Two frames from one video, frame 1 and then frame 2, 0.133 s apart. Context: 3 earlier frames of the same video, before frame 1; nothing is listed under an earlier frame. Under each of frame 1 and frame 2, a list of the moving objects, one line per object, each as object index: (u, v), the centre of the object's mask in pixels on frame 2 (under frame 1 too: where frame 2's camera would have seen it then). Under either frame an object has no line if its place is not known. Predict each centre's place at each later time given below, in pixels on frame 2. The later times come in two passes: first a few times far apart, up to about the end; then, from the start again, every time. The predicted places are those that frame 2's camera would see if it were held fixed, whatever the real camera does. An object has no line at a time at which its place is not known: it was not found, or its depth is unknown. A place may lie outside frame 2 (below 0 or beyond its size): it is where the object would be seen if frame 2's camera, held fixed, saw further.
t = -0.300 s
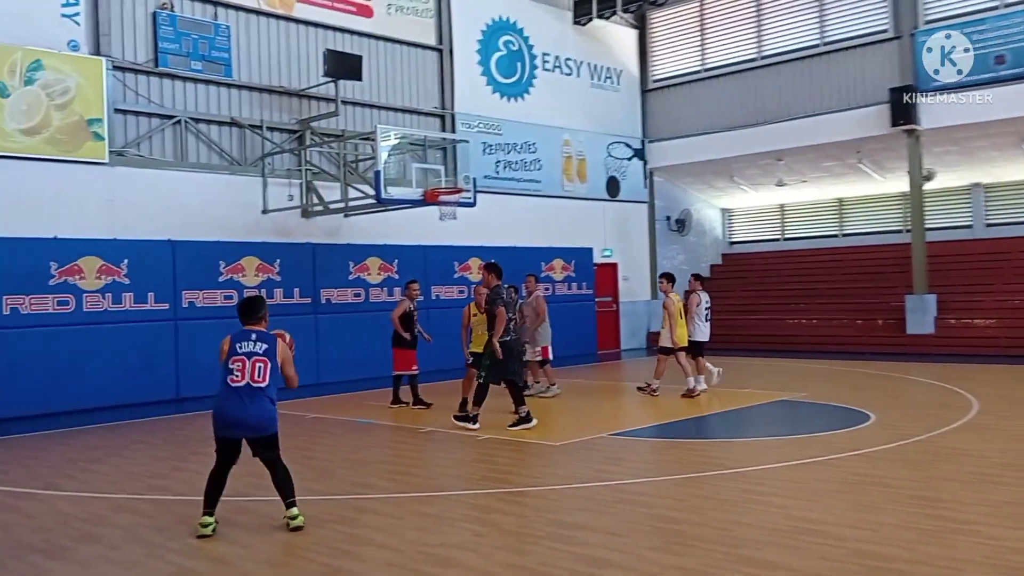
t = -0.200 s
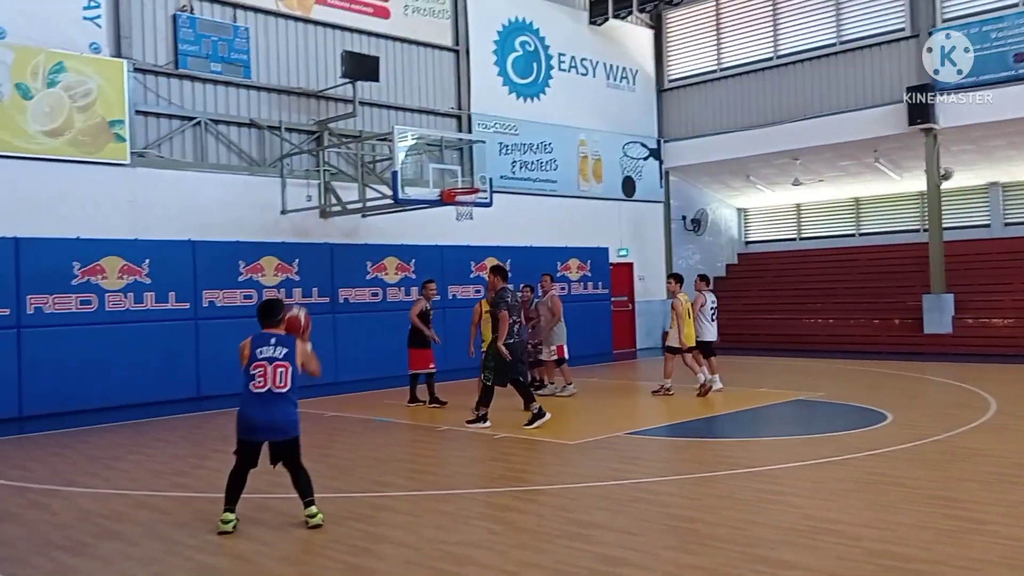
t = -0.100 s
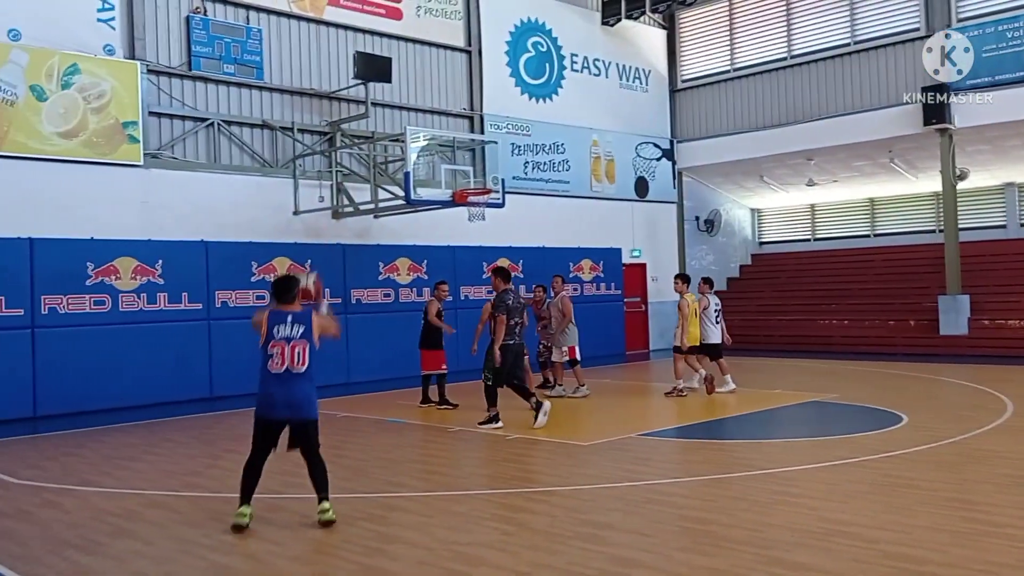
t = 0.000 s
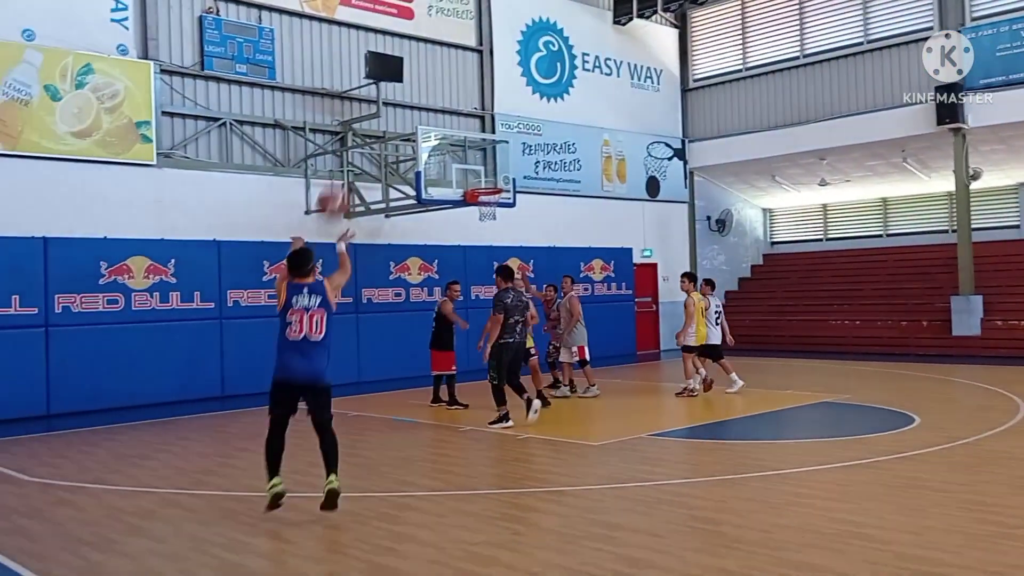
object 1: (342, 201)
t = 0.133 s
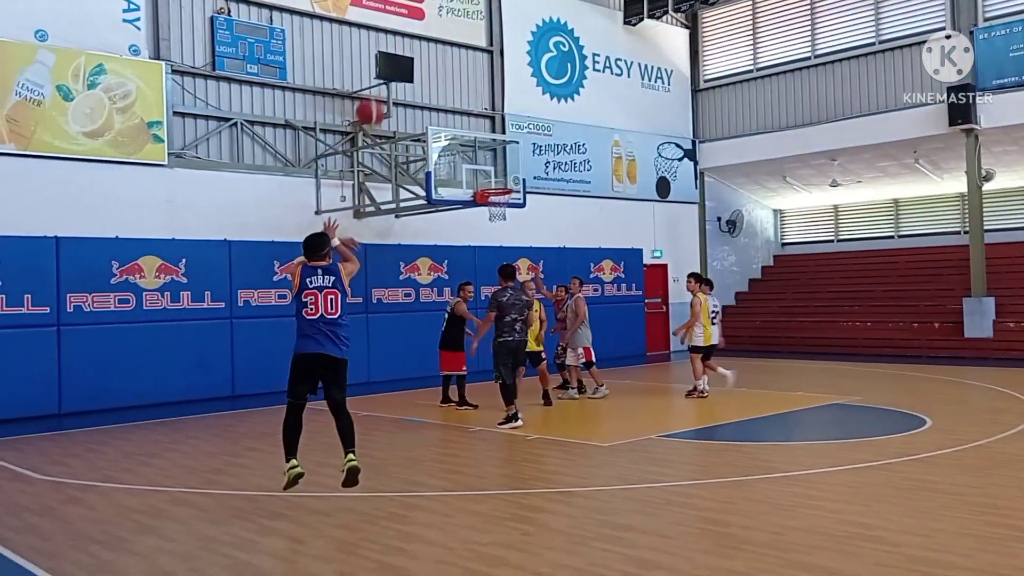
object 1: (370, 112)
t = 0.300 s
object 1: (398, 51)
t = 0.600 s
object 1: (437, 26)
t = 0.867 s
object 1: (465, 68)
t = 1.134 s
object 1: (488, 148)
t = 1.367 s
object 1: (502, 232)
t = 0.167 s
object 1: (376, 97)
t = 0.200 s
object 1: (382, 81)
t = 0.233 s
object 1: (388, 69)
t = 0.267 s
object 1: (392, 61)
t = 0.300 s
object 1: (398, 51)
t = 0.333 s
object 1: (403, 43)
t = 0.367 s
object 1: (408, 37)
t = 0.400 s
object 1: (412, 32)
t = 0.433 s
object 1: (417, 28)
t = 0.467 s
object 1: (421, 25)
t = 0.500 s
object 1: (425, 24)
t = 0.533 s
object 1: (429, 23)
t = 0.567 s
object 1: (433, 24)
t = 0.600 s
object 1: (437, 26)
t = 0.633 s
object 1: (441, 28)
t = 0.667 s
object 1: (445, 32)
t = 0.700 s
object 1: (448, 36)
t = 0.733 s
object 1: (452, 41)
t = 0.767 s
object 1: (455, 46)
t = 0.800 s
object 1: (458, 52)
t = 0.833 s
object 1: (462, 60)
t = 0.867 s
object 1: (465, 68)
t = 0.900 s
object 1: (468, 76)
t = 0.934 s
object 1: (471, 85)
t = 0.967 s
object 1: (473, 95)
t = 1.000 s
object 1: (476, 104)
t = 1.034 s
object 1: (479, 115)
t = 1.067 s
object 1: (482, 126)
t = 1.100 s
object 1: (485, 138)
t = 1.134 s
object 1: (488, 148)
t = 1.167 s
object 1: (491, 160)
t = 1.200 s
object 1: (493, 175)
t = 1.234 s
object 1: (496, 187)
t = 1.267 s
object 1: (498, 199)
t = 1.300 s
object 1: (499, 210)
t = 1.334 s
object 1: (501, 221)
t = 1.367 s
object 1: (502, 232)
